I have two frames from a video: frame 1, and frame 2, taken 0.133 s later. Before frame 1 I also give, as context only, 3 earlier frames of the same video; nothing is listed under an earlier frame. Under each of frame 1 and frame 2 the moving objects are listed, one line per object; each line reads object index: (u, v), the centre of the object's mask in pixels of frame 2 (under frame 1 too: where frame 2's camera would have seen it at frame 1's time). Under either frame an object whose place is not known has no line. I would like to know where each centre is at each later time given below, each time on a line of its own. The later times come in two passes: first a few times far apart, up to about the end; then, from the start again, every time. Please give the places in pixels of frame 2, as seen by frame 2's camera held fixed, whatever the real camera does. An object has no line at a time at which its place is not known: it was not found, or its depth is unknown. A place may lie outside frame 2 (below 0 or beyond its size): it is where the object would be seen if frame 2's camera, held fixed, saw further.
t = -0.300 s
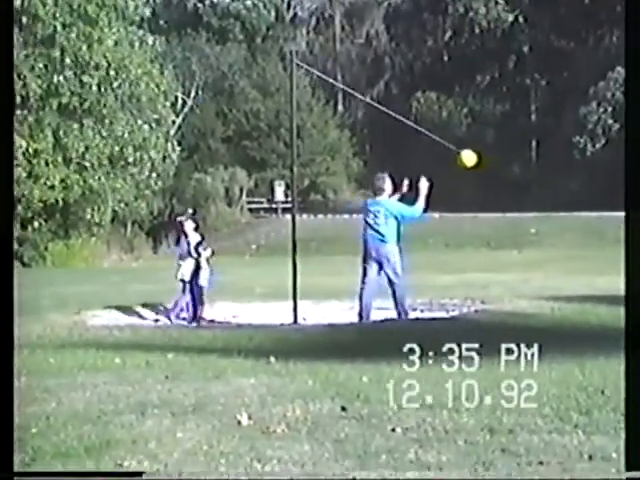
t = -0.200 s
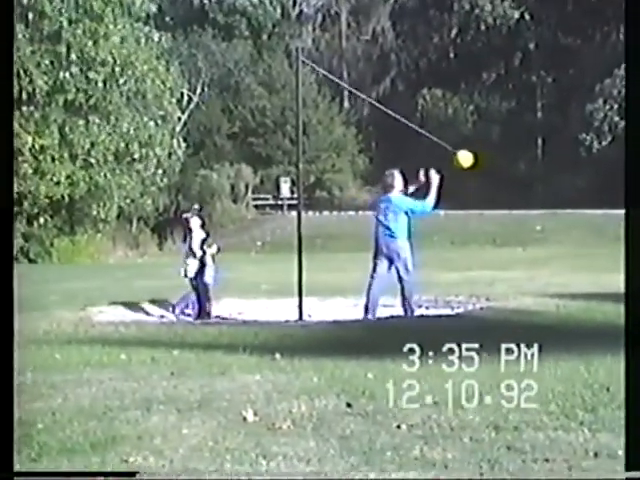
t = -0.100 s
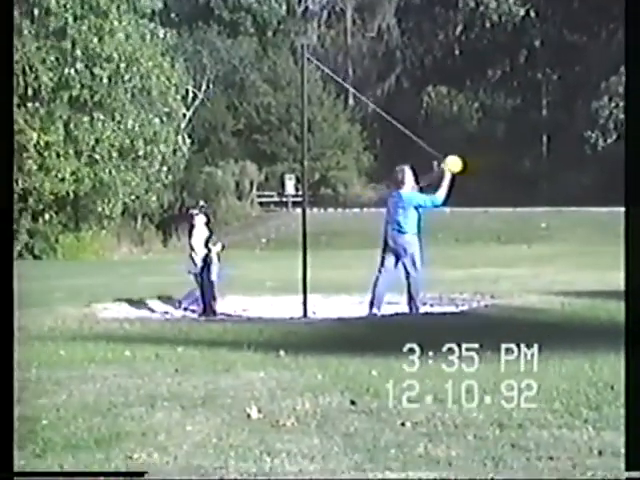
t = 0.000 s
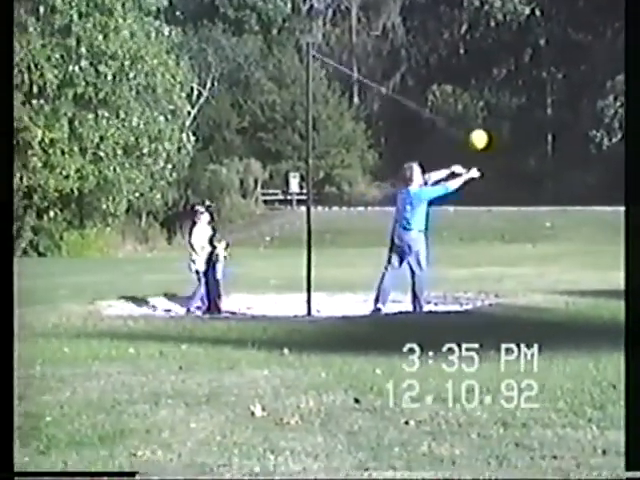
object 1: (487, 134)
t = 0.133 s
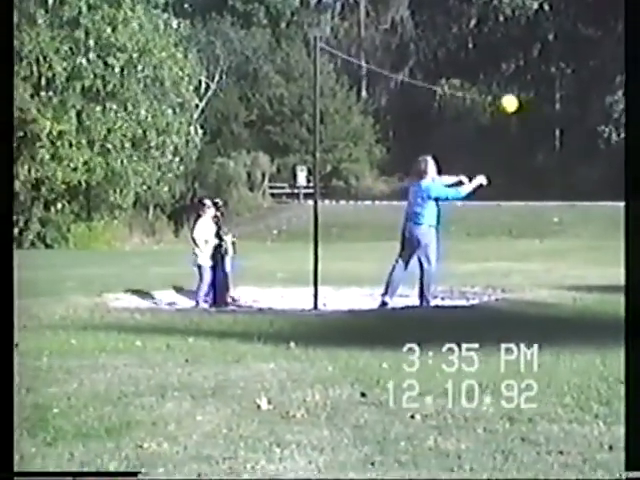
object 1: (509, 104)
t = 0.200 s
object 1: (518, 94)
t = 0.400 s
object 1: (511, 81)
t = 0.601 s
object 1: (486, 97)
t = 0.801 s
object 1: (438, 136)
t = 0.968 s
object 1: (384, 176)
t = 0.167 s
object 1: (514, 99)
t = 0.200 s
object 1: (518, 94)
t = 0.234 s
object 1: (519, 90)
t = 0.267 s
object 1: (519, 87)
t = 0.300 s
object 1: (518, 84)
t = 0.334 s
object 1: (516, 82)
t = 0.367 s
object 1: (513, 81)
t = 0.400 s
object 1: (511, 81)
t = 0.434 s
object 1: (507, 81)
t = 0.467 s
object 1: (504, 83)
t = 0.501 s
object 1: (500, 85)
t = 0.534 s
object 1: (495, 88)
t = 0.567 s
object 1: (490, 92)
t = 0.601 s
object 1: (486, 97)
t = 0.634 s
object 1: (479, 102)
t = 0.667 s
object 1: (472, 108)
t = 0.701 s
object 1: (465, 114)
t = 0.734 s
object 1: (456, 121)
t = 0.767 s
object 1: (447, 128)
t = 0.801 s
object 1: (438, 136)
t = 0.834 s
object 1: (428, 144)
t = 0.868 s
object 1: (417, 152)
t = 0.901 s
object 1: (406, 161)
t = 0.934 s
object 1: (395, 169)
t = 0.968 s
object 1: (384, 176)
